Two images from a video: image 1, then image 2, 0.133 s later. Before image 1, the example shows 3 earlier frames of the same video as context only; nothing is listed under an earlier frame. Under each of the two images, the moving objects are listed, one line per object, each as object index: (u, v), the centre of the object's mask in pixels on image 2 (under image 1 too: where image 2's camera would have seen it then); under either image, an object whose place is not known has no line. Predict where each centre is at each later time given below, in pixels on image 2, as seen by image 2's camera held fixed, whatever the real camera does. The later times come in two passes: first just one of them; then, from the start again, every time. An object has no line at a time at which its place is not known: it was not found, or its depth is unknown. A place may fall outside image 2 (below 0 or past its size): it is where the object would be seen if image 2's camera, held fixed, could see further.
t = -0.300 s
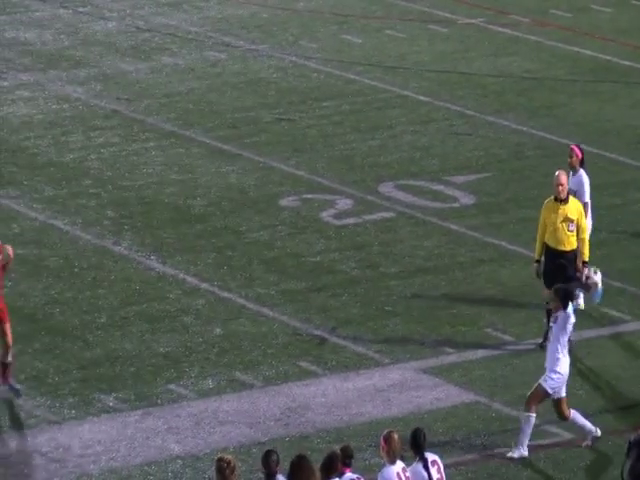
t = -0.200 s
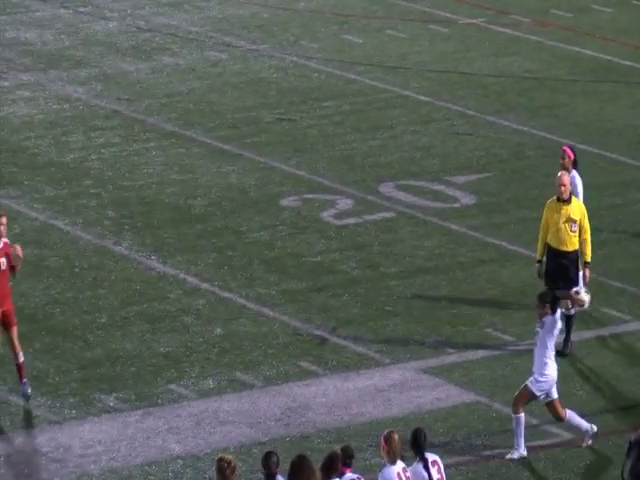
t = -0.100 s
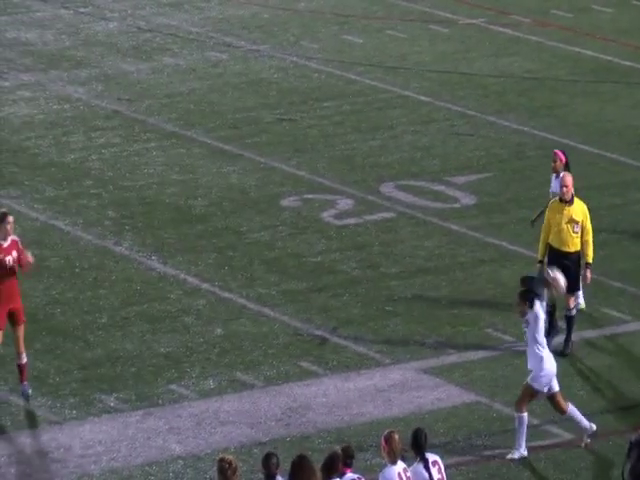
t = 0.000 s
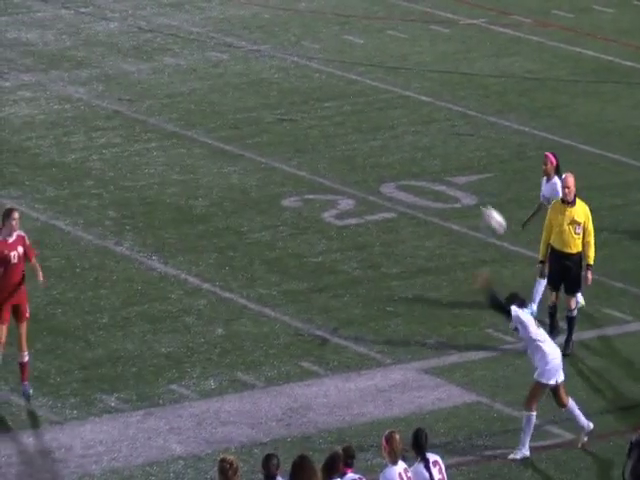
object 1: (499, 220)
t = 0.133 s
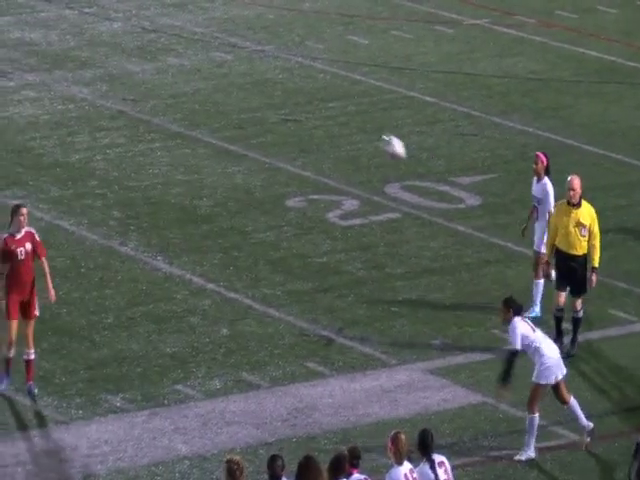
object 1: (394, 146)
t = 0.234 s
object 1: (318, 108)
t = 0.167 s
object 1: (367, 132)
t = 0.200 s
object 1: (343, 121)
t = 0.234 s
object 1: (318, 108)
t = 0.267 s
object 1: (292, 97)
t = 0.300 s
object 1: (268, 87)
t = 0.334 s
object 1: (243, 78)
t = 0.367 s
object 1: (220, 71)
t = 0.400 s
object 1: (194, 65)
